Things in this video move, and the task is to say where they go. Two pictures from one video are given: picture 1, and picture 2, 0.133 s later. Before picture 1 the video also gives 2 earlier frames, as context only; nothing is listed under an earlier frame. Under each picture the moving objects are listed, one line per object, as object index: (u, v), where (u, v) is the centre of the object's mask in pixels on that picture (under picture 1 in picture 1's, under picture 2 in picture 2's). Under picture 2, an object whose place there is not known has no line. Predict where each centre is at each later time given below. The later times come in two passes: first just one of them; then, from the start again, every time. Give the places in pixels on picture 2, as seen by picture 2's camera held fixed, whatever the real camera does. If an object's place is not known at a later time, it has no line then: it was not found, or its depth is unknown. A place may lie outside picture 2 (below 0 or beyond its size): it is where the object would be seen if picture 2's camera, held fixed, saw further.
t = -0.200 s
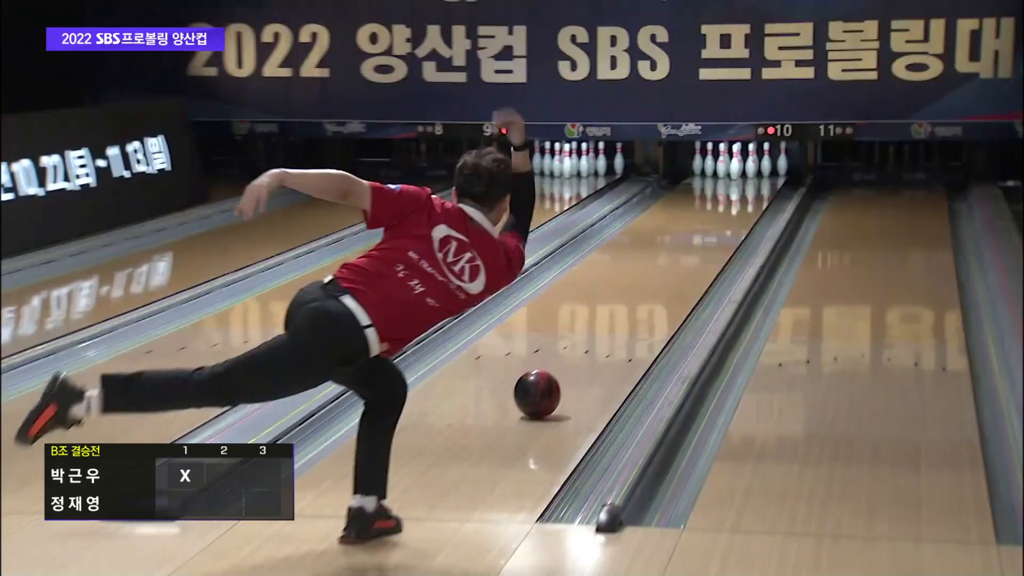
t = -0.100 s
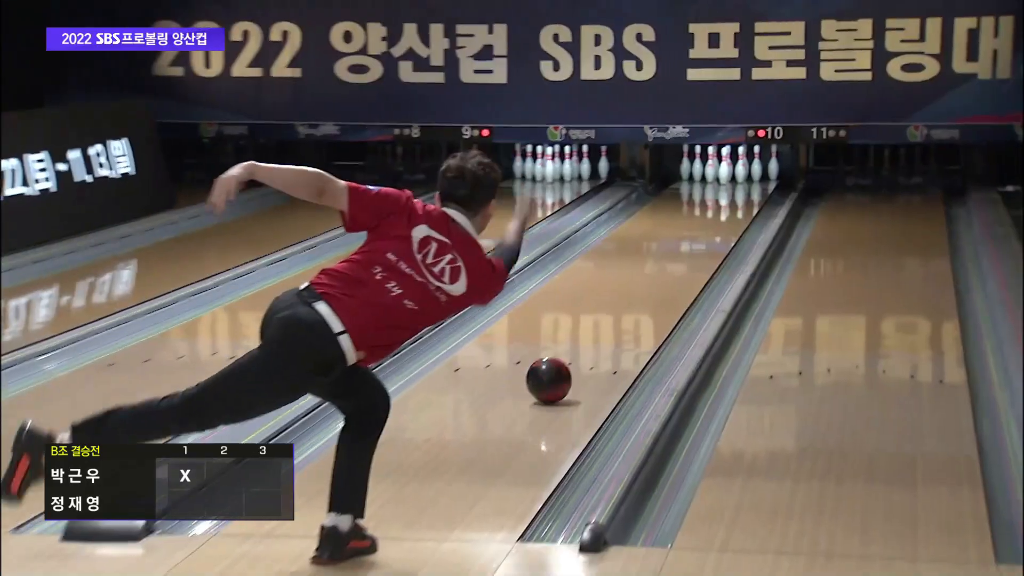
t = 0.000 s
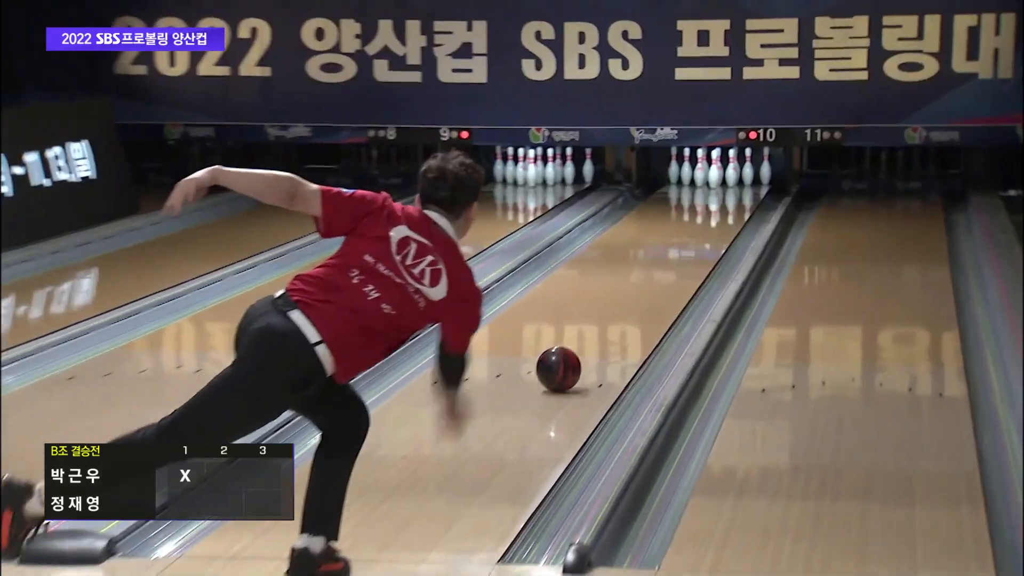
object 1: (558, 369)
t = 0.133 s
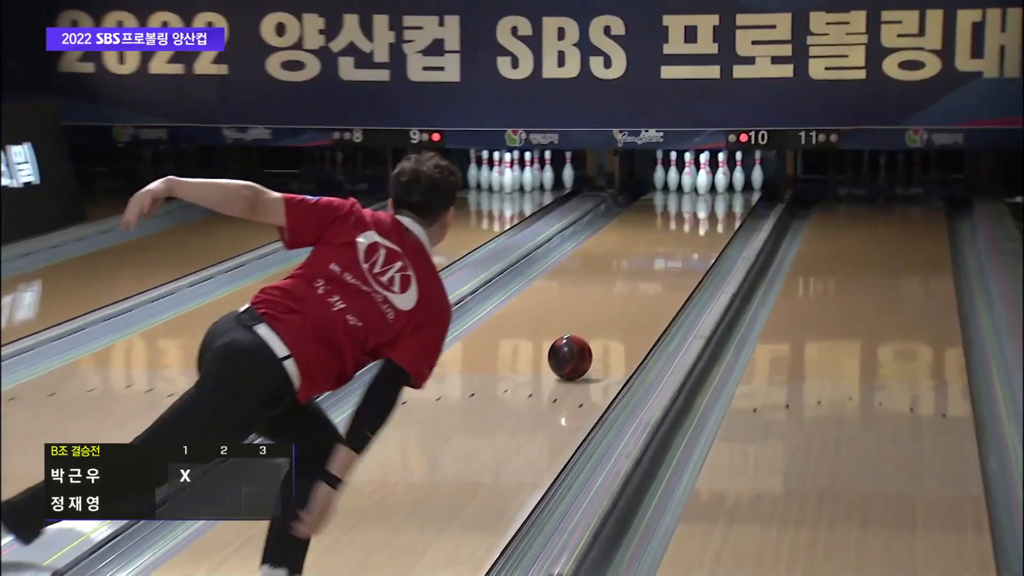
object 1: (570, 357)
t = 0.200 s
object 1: (584, 345)
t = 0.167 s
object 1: (577, 351)
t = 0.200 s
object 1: (584, 345)
